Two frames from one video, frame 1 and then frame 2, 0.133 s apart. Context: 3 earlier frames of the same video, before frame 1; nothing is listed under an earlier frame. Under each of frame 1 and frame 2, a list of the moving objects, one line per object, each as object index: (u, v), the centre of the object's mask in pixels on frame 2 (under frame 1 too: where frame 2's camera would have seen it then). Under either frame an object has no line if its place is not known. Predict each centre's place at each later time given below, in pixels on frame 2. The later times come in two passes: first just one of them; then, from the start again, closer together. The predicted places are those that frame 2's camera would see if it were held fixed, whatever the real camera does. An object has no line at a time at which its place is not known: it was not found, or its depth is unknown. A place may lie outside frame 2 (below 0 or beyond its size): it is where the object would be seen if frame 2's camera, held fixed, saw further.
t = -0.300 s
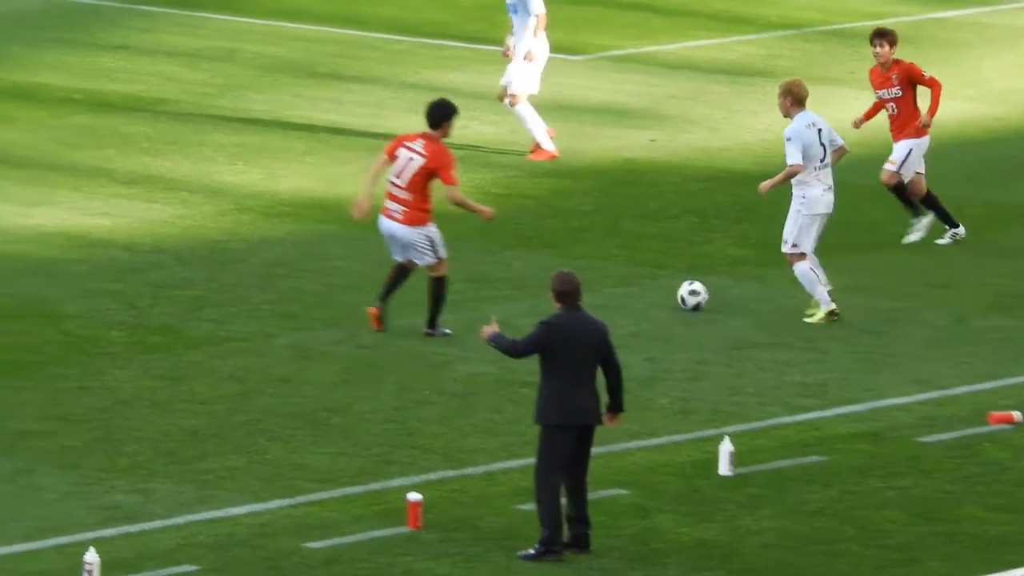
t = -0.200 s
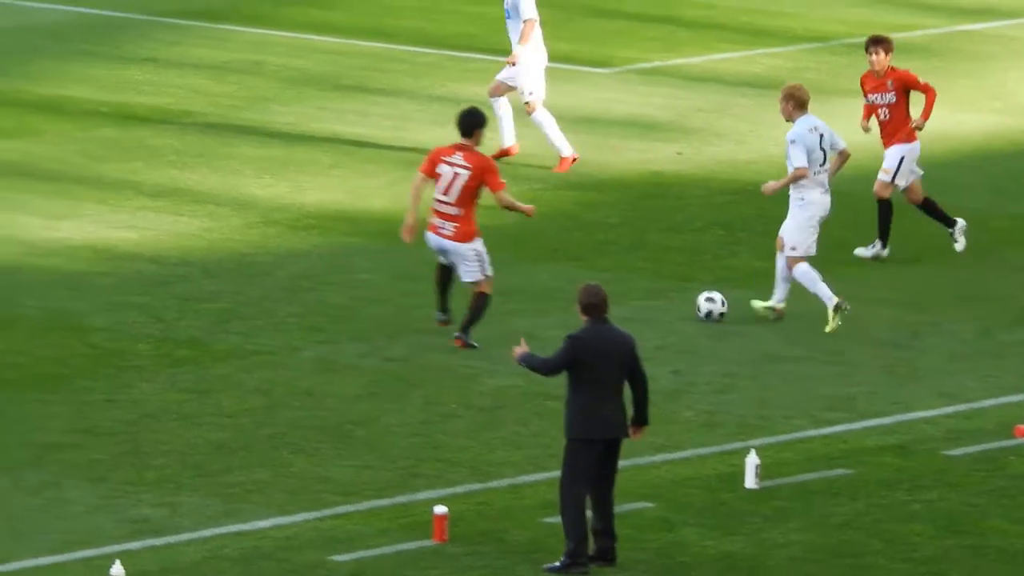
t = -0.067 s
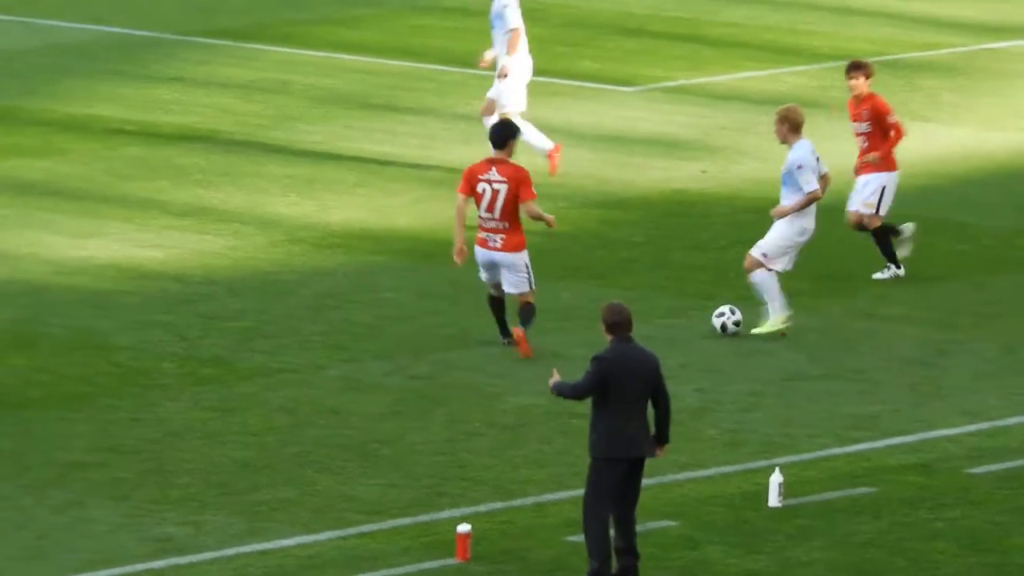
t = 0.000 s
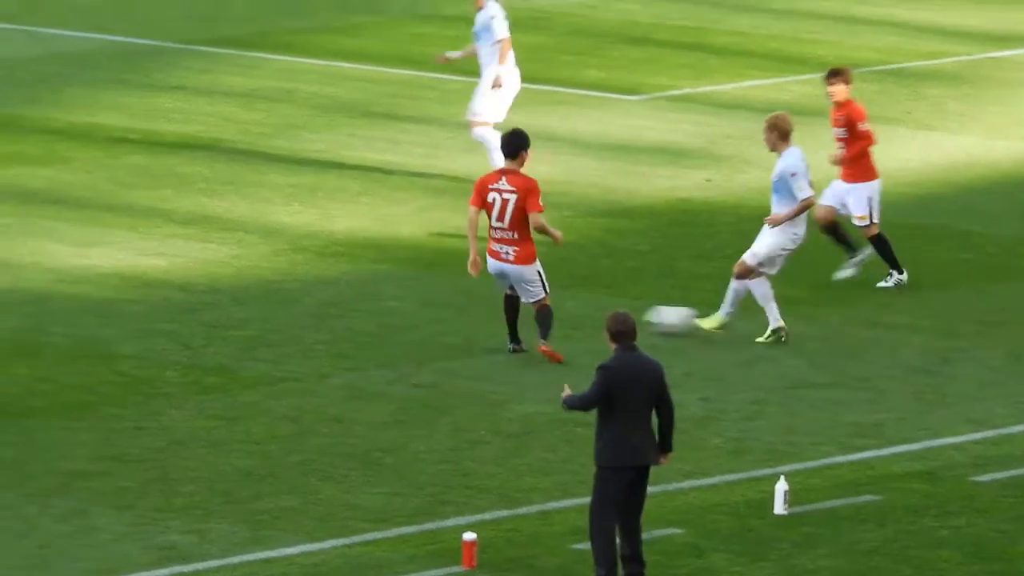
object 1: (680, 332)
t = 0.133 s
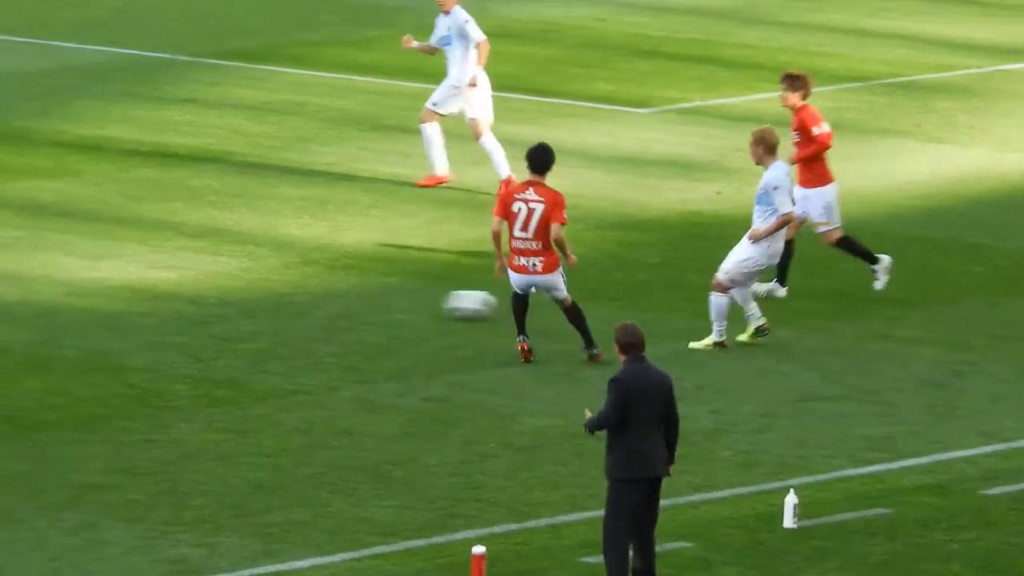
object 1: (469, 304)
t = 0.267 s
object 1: (276, 280)
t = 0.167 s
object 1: (419, 298)
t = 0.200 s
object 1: (369, 292)
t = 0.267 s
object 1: (276, 280)
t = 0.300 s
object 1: (230, 276)
